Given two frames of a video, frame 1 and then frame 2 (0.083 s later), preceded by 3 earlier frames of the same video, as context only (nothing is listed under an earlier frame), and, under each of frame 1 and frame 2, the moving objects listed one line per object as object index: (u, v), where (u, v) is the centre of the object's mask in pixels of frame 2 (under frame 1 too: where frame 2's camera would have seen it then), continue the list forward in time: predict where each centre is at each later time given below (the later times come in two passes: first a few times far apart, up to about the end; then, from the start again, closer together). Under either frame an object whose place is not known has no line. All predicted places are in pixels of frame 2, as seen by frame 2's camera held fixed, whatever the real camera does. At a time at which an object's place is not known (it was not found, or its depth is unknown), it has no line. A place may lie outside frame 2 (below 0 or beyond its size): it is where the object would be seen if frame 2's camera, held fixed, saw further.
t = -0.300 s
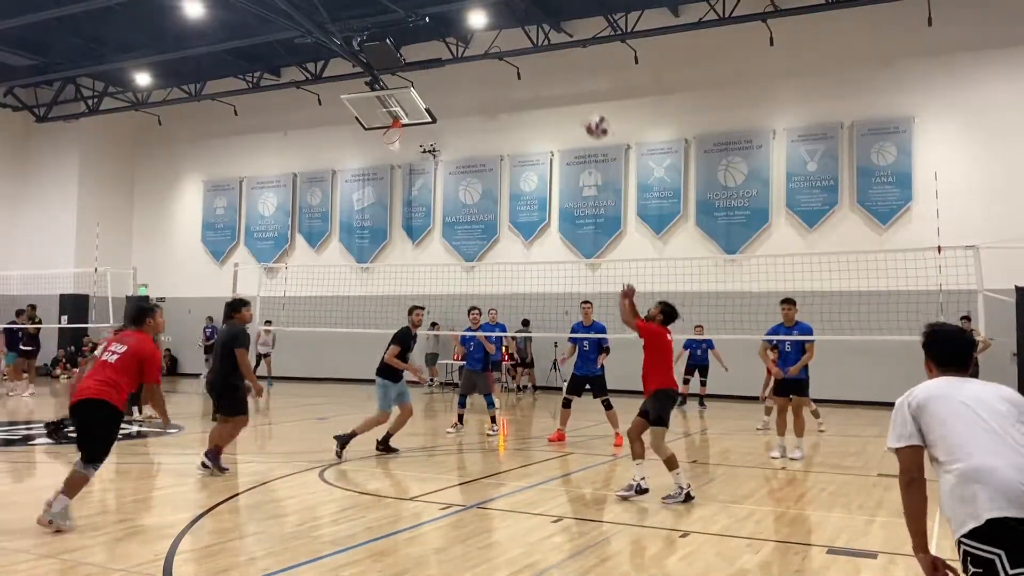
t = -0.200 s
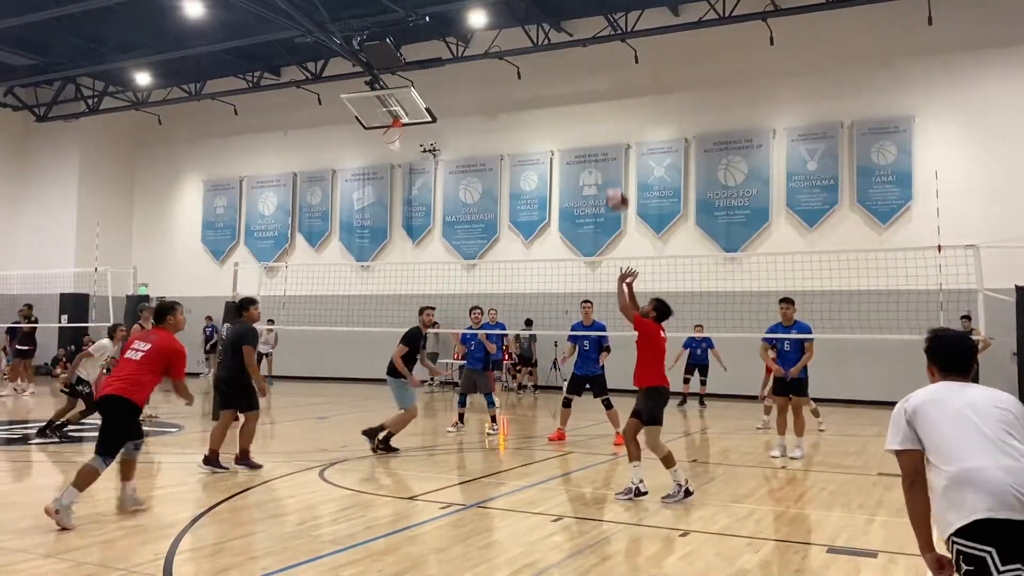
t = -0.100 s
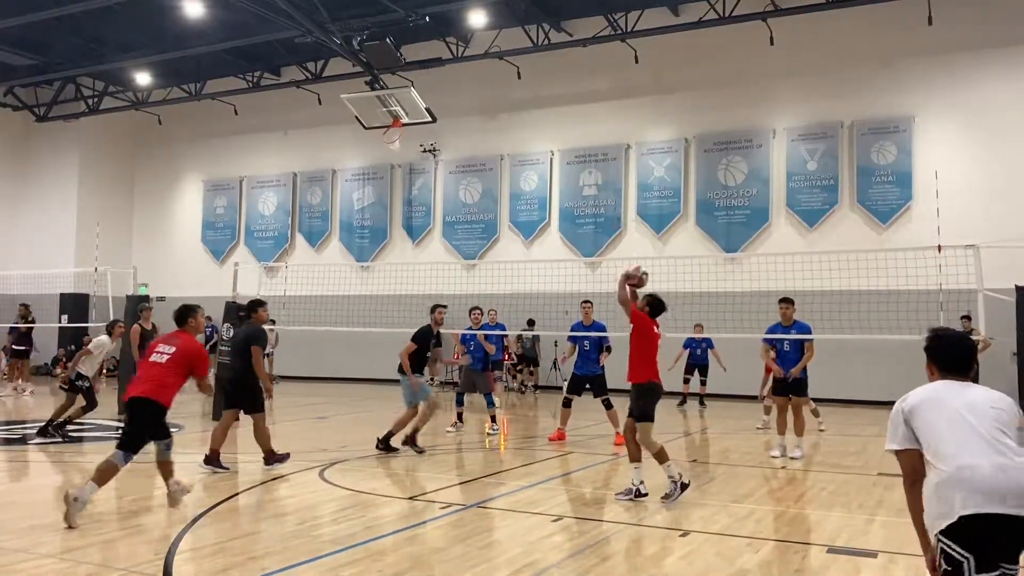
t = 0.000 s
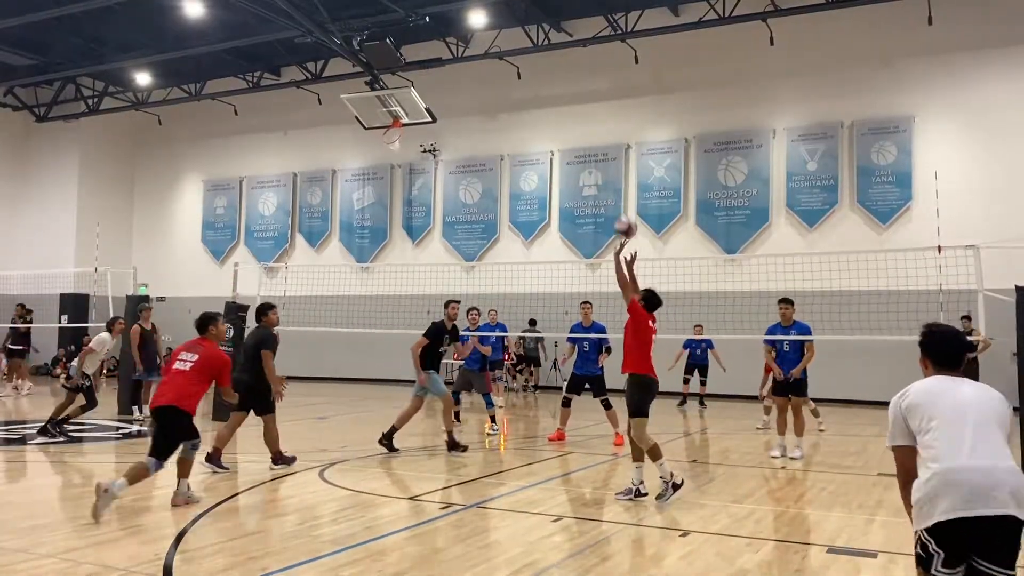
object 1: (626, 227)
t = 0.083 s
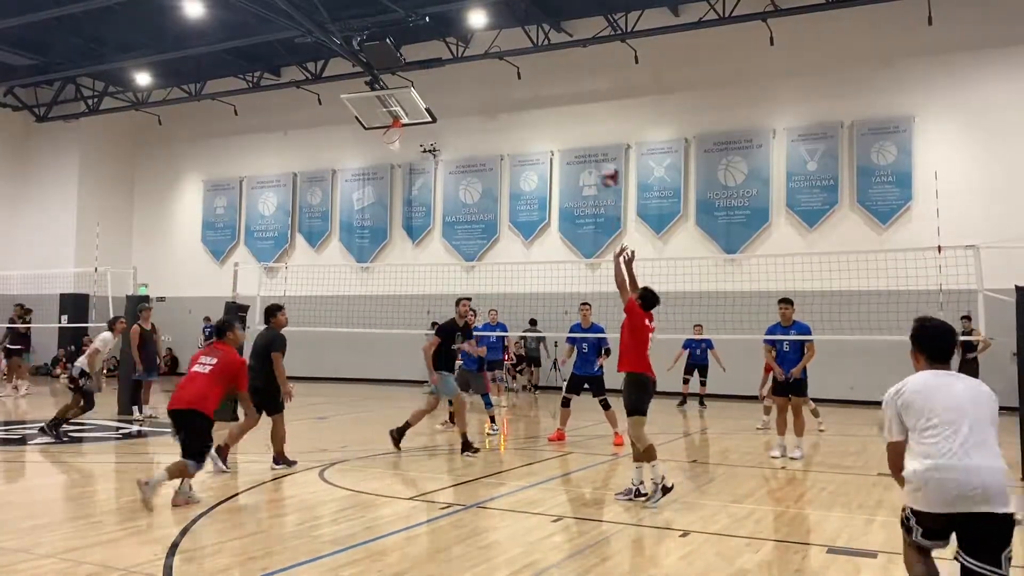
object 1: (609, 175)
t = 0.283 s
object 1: (576, 86)
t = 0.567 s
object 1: (531, 38)
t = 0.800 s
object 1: (496, 59)
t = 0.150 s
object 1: (598, 143)
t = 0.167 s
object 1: (596, 134)
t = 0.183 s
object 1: (592, 125)
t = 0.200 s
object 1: (590, 118)
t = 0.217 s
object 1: (587, 111)
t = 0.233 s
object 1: (583, 104)
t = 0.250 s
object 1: (581, 98)
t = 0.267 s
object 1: (578, 92)
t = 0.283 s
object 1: (576, 86)
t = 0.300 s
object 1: (574, 80)
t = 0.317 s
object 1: (571, 74)
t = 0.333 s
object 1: (567, 72)
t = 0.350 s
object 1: (565, 67)
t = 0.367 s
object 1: (564, 63)
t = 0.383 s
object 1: (560, 59)
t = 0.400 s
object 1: (557, 55)
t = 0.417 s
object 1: (554, 51)
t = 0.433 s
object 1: (551, 50)
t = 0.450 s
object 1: (549, 47)
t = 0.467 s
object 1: (546, 45)
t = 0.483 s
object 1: (543, 43)
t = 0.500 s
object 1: (541, 41)
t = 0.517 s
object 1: (539, 40)
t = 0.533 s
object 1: (536, 39)
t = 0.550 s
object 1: (534, 38)
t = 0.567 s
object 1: (531, 38)
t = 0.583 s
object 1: (529, 38)
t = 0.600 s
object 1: (526, 38)
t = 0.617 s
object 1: (524, 38)
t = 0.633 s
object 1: (521, 39)
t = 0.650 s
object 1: (519, 40)
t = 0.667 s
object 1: (516, 41)
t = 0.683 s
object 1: (513, 43)
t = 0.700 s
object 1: (511, 44)
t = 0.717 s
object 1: (508, 46)
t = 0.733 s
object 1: (505, 48)
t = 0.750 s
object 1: (503, 50)
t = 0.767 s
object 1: (501, 53)
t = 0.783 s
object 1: (499, 56)
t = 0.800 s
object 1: (496, 59)
